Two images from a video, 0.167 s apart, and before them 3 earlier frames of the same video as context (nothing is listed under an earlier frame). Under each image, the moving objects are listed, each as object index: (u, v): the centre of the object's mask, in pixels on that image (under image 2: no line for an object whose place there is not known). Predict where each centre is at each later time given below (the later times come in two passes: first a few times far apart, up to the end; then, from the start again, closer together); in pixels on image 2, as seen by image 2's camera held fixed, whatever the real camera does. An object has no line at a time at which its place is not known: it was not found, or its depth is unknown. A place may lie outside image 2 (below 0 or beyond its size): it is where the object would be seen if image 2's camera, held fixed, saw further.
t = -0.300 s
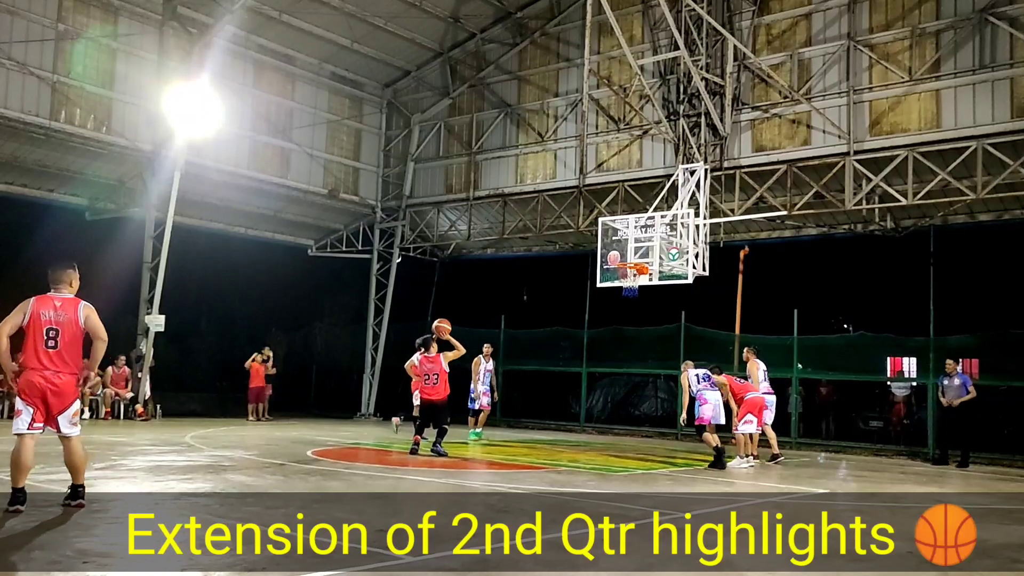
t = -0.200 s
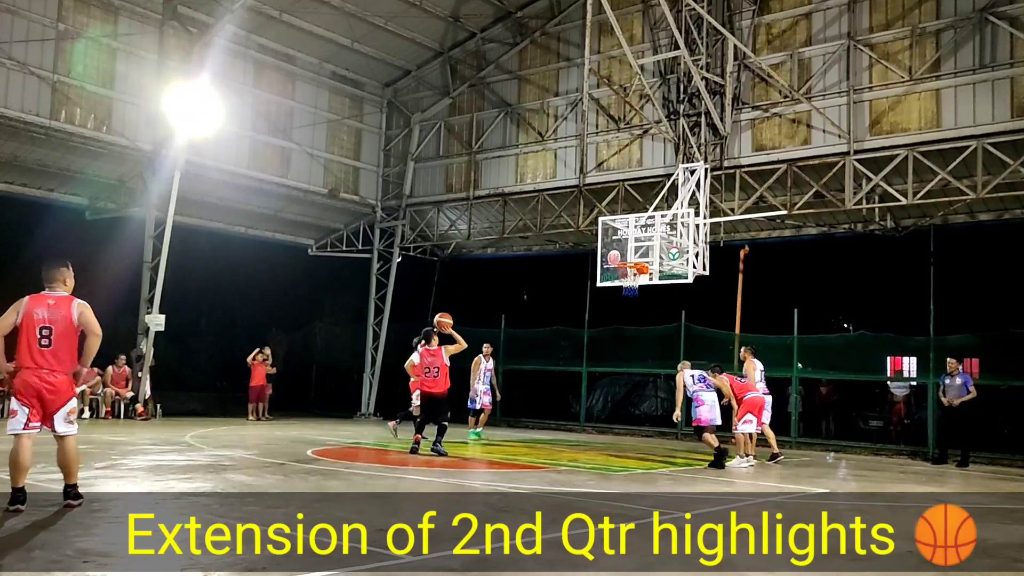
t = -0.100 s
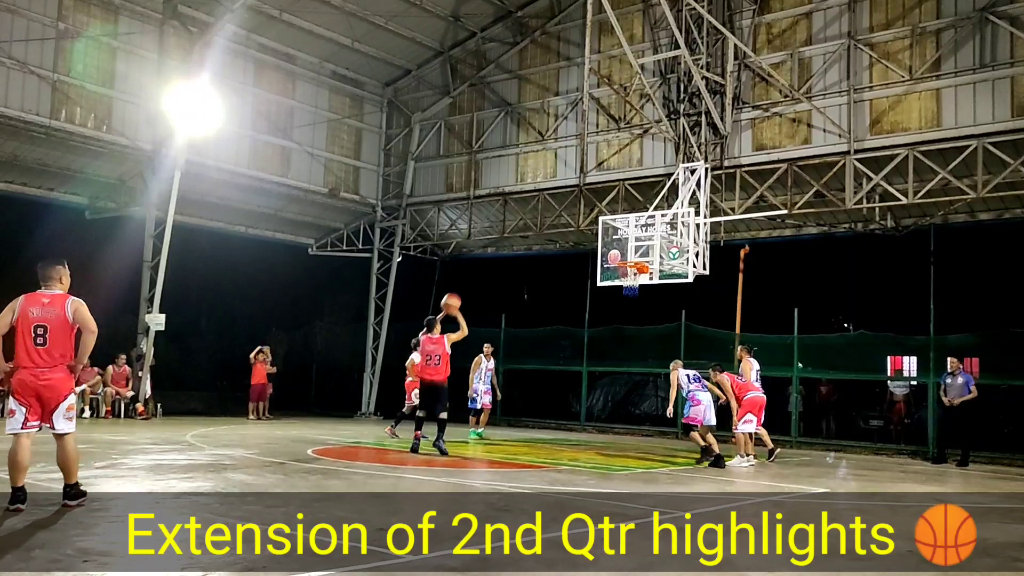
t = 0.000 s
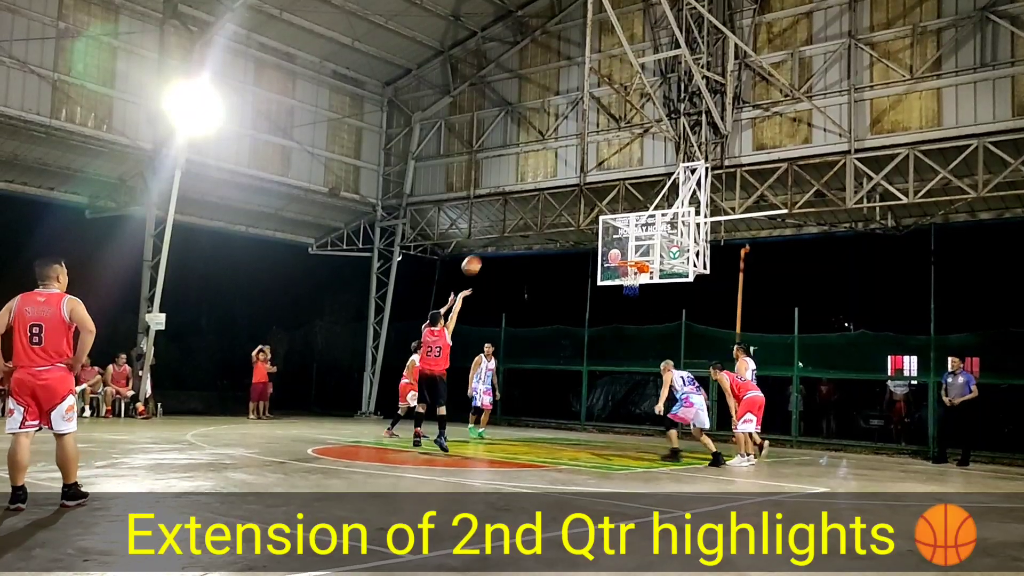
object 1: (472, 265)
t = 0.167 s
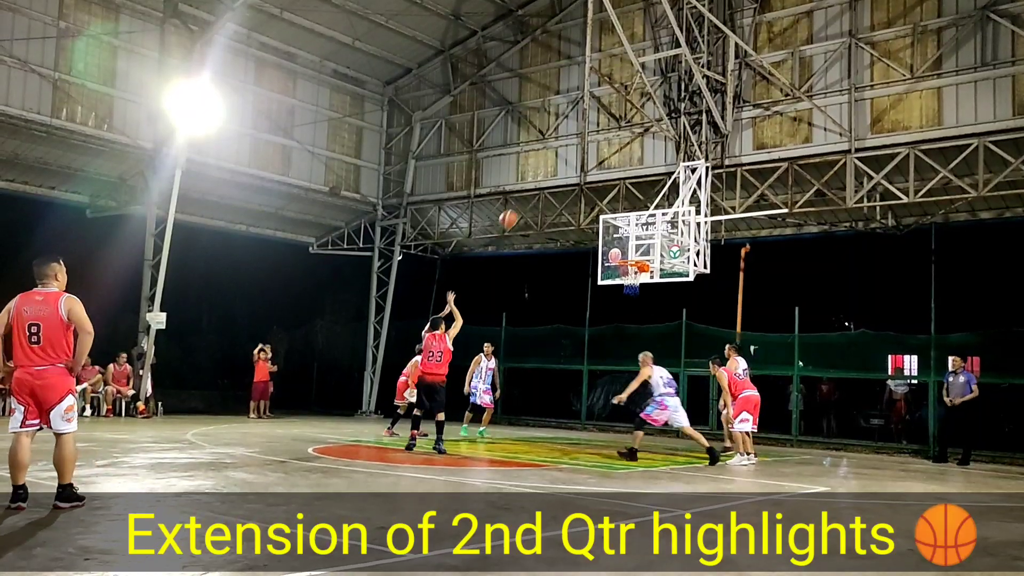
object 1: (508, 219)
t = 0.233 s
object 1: (521, 207)
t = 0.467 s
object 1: (564, 191)
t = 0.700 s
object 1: (599, 208)
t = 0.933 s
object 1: (629, 255)
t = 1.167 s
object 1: (640, 287)
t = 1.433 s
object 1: (634, 332)
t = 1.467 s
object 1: (633, 341)
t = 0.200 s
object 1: (515, 212)
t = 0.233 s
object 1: (521, 207)
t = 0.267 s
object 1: (528, 202)
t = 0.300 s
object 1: (534, 199)
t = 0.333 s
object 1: (540, 195)
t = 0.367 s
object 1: (547, 193)
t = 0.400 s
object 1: (553, 191)
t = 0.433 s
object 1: (559, 190)
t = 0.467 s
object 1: (564, 191)
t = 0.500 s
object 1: (570, 191)
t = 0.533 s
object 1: (575, 192)
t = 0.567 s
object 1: (579, 195)
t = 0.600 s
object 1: (585, 197)
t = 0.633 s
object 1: (590, 200)
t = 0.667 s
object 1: (595, 204)
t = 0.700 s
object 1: (599, 208)
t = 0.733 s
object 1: (604, 213)
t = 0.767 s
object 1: (608, 218)
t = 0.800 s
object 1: (614, 226)
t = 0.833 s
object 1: (616, 232)
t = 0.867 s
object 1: (621, 239)
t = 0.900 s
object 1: (625, 245)
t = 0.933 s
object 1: (629, 255)
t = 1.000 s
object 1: (636, 273)
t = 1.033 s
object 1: (641, 277)
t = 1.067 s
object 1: (640, 278)
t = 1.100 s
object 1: (639, 278)
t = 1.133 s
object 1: (641, 281)
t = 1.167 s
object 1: (640, 287)
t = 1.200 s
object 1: (639, 289)
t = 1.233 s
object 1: (638, 293)
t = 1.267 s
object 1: (638, 298)
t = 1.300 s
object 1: (637, 304)
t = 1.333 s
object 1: (636, 310)
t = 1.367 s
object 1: (636, 317)
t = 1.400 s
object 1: (635, 324)
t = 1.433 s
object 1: (634, 332)
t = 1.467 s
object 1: (633, 341)
